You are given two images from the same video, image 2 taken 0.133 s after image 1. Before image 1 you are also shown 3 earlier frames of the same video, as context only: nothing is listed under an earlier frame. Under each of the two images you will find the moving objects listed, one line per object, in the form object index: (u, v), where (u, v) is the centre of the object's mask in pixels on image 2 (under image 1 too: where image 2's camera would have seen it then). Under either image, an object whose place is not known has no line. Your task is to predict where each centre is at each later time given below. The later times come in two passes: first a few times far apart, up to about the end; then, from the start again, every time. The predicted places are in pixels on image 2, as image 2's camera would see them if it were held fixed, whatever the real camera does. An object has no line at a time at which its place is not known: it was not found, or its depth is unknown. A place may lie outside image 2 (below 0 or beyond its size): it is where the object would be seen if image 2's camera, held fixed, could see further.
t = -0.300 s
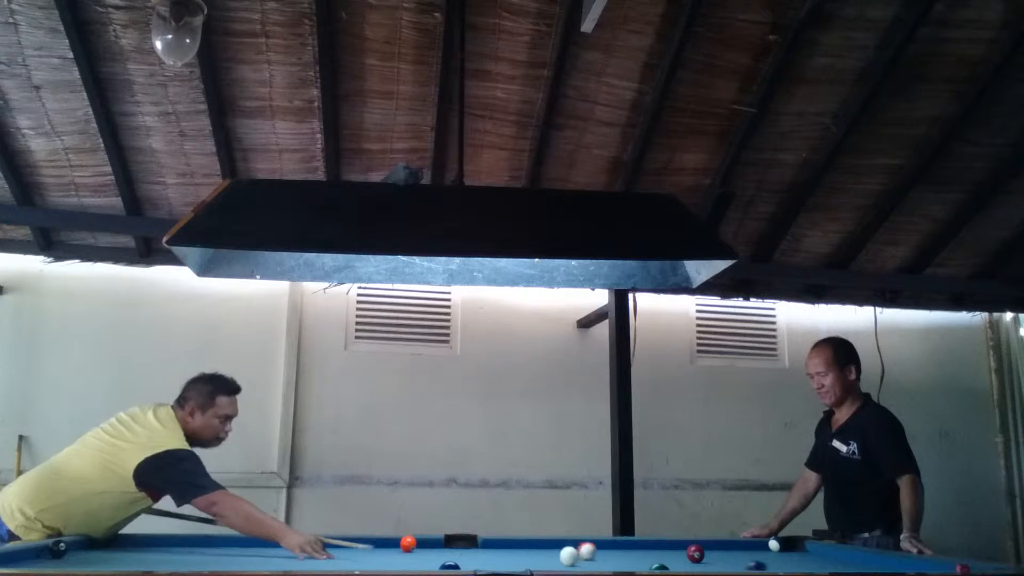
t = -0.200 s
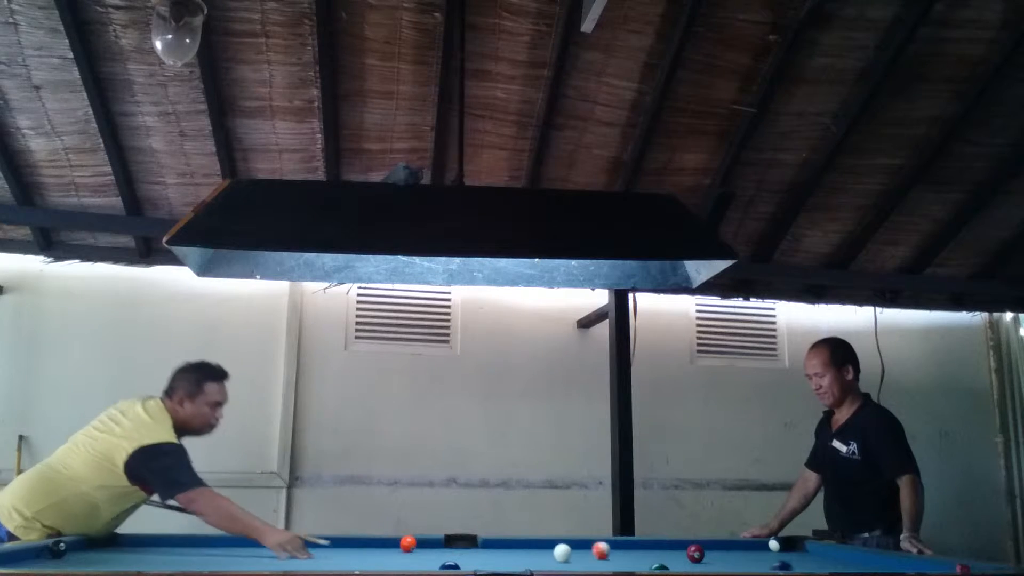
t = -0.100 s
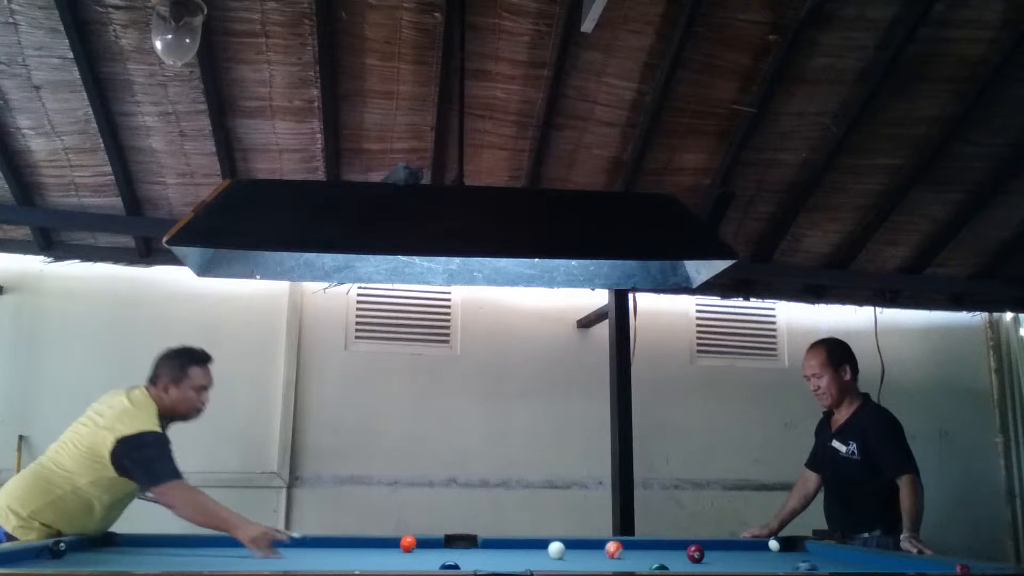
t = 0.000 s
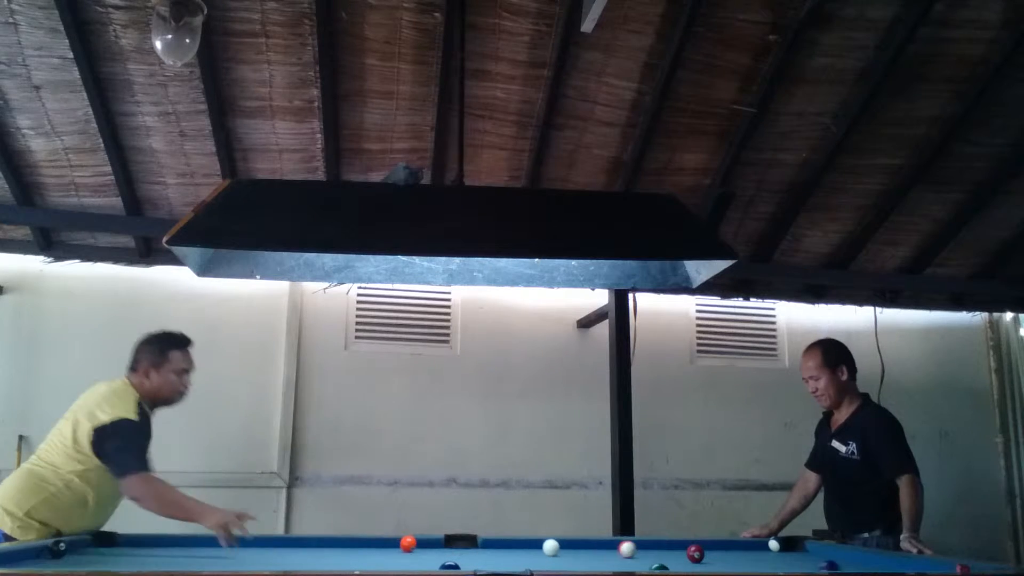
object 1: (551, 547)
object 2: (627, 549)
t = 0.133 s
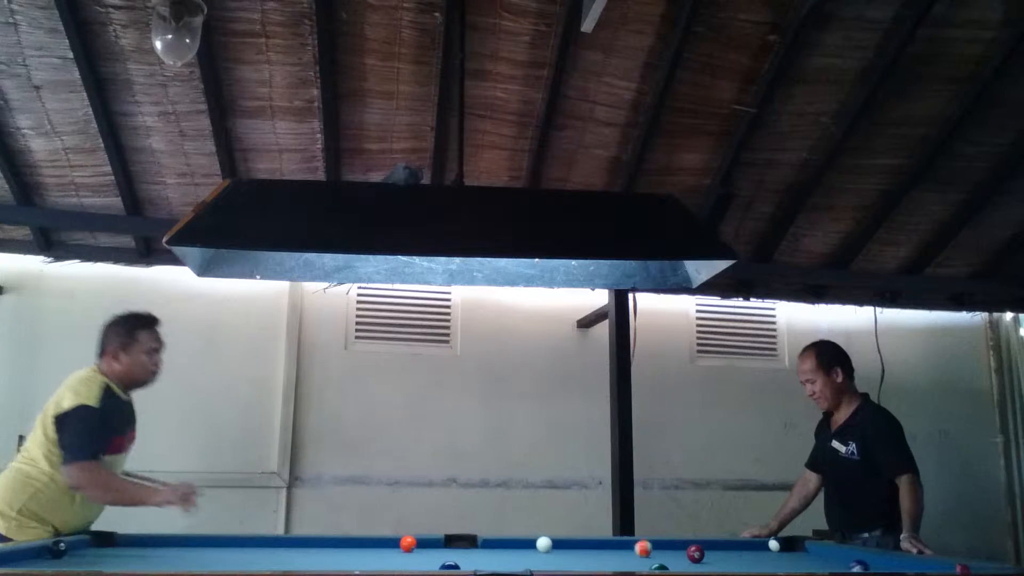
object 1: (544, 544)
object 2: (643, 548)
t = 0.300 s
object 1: (539, 542)
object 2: (662, 548)
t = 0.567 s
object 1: (545, 546)
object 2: (688, 544)
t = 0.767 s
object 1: (549, 548)
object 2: (709, 546)
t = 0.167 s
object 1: (542, 543)
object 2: (647, 548)
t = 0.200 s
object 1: (541, 543)
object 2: (650, 548)
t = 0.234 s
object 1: (539, 542)
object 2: (654, 547)
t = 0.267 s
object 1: (539, 542)
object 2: (659, 548)
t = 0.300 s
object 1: (539, 542)
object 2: (662, 548)
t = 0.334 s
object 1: (540, 543)
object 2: (666, 547)
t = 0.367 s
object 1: (541, 543)
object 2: (669, 547)
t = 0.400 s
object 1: (541, 543)
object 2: (673, 547)
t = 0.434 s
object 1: (542, 544)
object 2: (676, 547)
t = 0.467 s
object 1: (543, 544)
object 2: (679, 547)
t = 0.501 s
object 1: (543, 545)
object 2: (682, 546)
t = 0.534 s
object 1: (544, 545)
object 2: (685, 545)
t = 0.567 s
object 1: (545, 546)
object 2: (688, 544)
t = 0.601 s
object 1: (545, 546)
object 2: (691, 543)
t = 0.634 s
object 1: (546, 547)
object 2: (696, 543)
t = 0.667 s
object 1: (547, 547)
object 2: (700, 543)
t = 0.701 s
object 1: (548, 547)
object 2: (704, 544)
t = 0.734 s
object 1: (548, 548)
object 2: (706, 545)
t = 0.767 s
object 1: (549, 548)
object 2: (709, 546)
